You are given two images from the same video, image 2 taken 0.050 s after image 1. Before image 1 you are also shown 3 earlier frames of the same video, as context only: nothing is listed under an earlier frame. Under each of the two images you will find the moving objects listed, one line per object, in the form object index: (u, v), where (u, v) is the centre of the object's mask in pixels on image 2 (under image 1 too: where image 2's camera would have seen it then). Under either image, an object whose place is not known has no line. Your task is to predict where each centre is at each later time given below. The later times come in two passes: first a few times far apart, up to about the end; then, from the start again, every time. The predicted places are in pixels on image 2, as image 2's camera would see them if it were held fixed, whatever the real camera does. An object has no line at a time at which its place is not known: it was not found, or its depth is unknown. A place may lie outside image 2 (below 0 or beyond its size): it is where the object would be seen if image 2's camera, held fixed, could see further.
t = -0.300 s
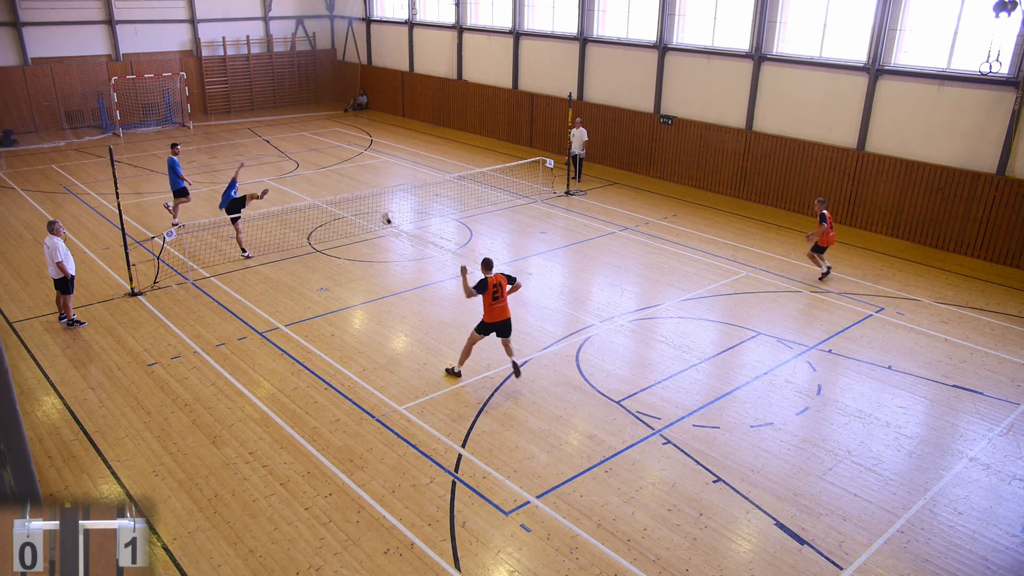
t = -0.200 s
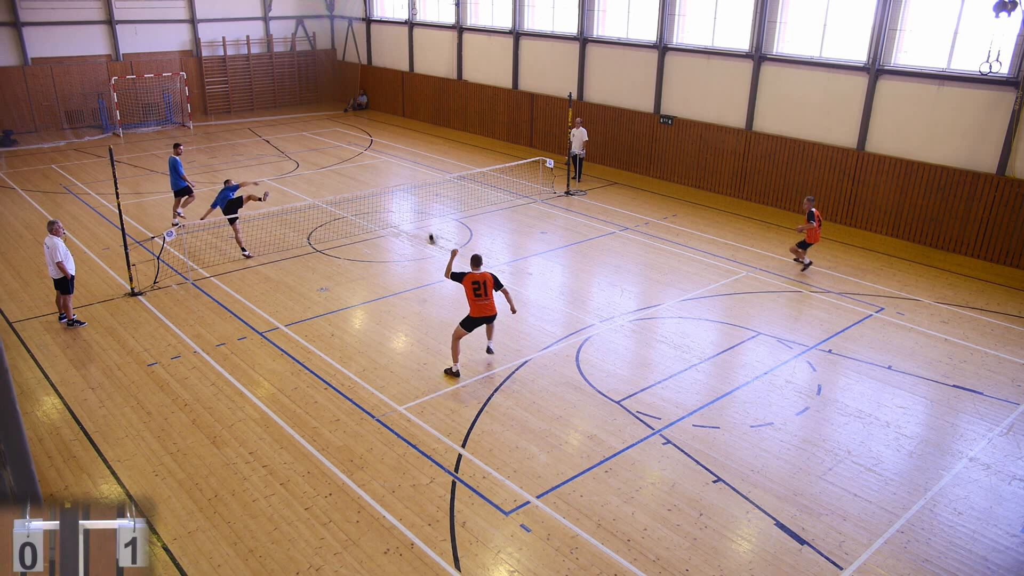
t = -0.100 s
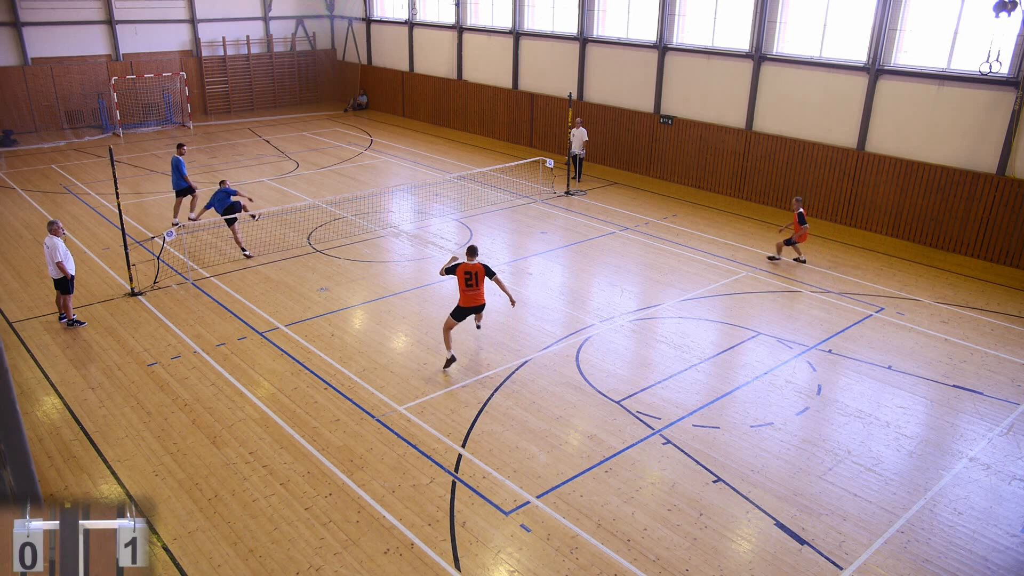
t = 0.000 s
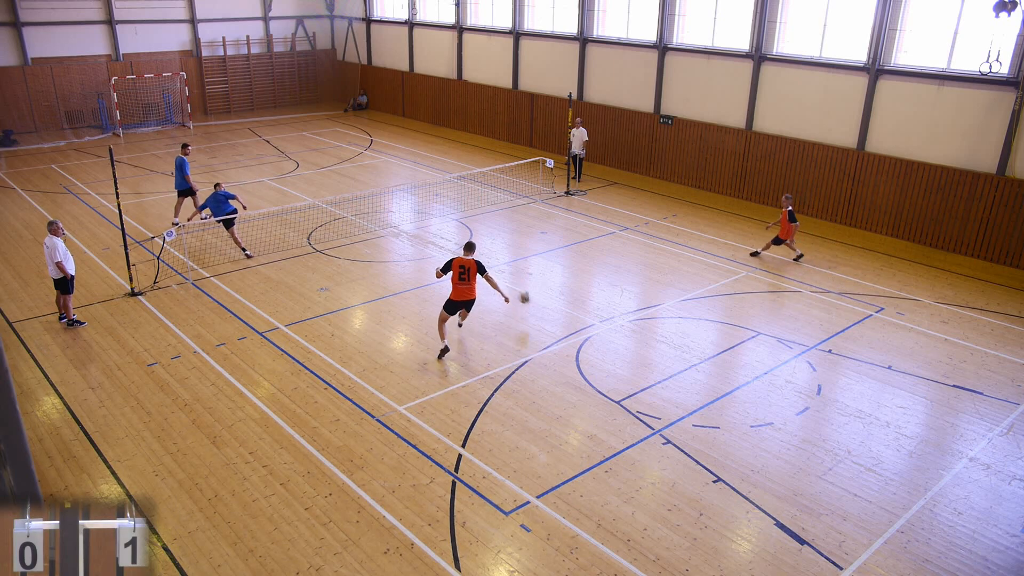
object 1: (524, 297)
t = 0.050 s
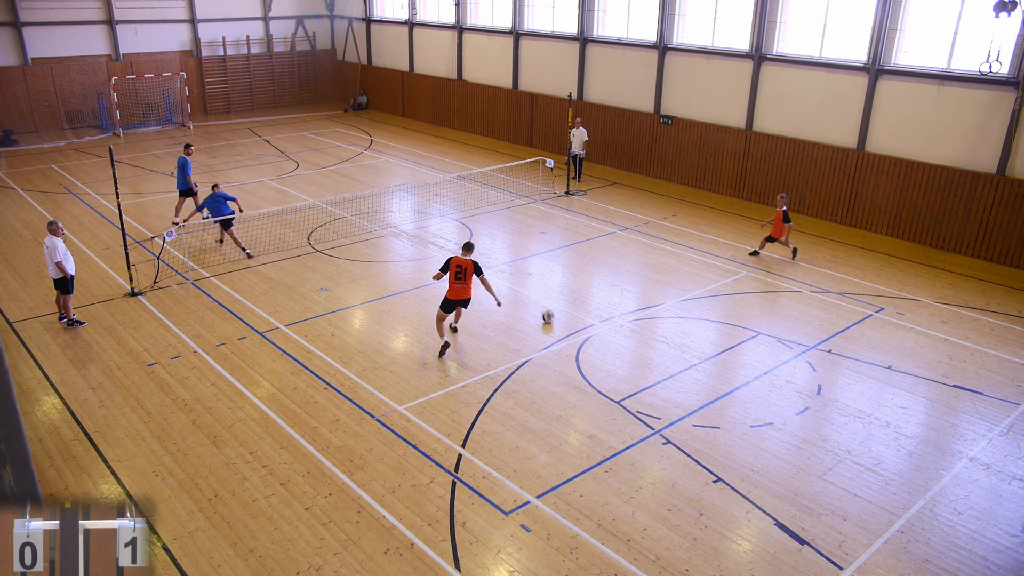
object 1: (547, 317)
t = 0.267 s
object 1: (597, 301)
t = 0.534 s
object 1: (663, 320)
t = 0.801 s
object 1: (735, 394)
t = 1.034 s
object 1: (810, 436)
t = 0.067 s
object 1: (552, 315)
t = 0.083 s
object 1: (555, 313)
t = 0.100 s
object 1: (559, 311)
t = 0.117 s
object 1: (562, 310)
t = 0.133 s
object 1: (566, 308)
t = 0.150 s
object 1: (569, 307)
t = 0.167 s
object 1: (573, 305)
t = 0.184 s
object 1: (577, 304)
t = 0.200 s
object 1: (581, 303)
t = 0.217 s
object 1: (585, 302)
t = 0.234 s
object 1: (588, 301)
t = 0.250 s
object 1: (593, 301)
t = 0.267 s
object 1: (597, 301)
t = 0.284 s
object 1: (600, 300)
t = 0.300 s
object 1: (605, 300)
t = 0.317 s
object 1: (609, 300)
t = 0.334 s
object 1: (612, 301)
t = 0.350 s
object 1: (617, 301)
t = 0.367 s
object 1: (621, 302)
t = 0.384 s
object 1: (625, 303)
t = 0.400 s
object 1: (629, 303)
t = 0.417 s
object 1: (634, 305)
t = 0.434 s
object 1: (638, 306)
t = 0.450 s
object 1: (641, 308)
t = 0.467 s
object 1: (646, 310)
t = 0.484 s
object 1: (651, 312)
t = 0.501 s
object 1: (655, 314)
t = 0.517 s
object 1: (659, 317)
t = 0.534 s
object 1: (663, 320)
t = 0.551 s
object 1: (668, 323)
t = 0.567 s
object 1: (672, 325)
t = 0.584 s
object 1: (676, 329)
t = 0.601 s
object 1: (681, 332)
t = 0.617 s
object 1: (685, 336)
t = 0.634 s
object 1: (690, 340)
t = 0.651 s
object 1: (694, 345)
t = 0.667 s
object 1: (699, 349)
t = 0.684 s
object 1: (704, 354)
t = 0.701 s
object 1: (708, 359)
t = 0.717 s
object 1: (712, 364)
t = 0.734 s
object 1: (717, 369)
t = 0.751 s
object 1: (721, 375)
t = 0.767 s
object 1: (725, 381)
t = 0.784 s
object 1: (730, 387)
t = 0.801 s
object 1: (735, 394)
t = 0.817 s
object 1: (739, 400)
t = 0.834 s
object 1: (743, 407)
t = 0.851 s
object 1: (748, 414)
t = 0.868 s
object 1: (752, 422)
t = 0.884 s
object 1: (756, 429)
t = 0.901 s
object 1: (761, 436)
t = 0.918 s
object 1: (767, 439)
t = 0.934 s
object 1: (773, 438)
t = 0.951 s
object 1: (779, 437)
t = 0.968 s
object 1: (785, 437)
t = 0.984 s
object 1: (791, 436)
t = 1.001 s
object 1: (798, 436)
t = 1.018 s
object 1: (804, 435)
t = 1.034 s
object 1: (810, 436)
